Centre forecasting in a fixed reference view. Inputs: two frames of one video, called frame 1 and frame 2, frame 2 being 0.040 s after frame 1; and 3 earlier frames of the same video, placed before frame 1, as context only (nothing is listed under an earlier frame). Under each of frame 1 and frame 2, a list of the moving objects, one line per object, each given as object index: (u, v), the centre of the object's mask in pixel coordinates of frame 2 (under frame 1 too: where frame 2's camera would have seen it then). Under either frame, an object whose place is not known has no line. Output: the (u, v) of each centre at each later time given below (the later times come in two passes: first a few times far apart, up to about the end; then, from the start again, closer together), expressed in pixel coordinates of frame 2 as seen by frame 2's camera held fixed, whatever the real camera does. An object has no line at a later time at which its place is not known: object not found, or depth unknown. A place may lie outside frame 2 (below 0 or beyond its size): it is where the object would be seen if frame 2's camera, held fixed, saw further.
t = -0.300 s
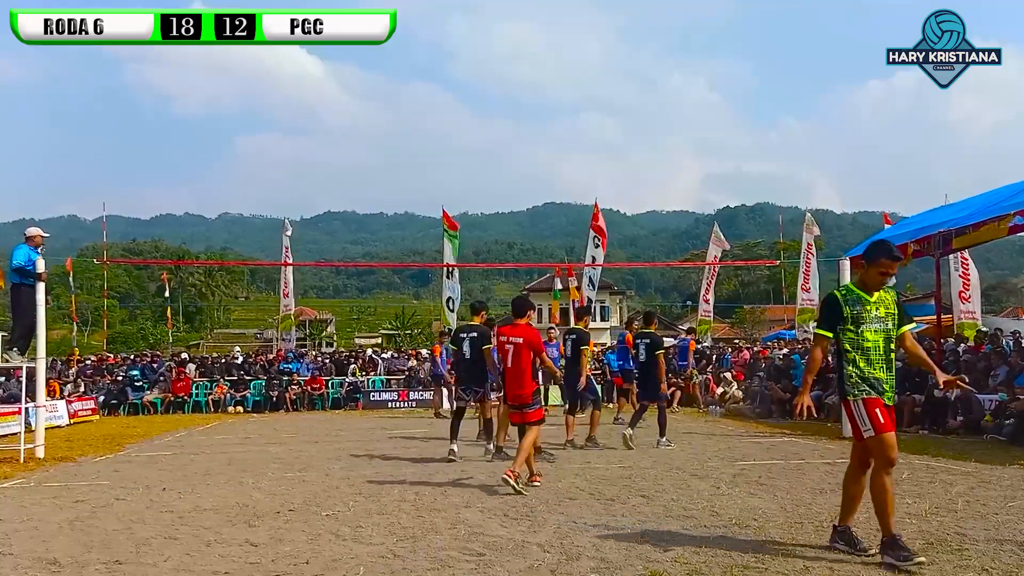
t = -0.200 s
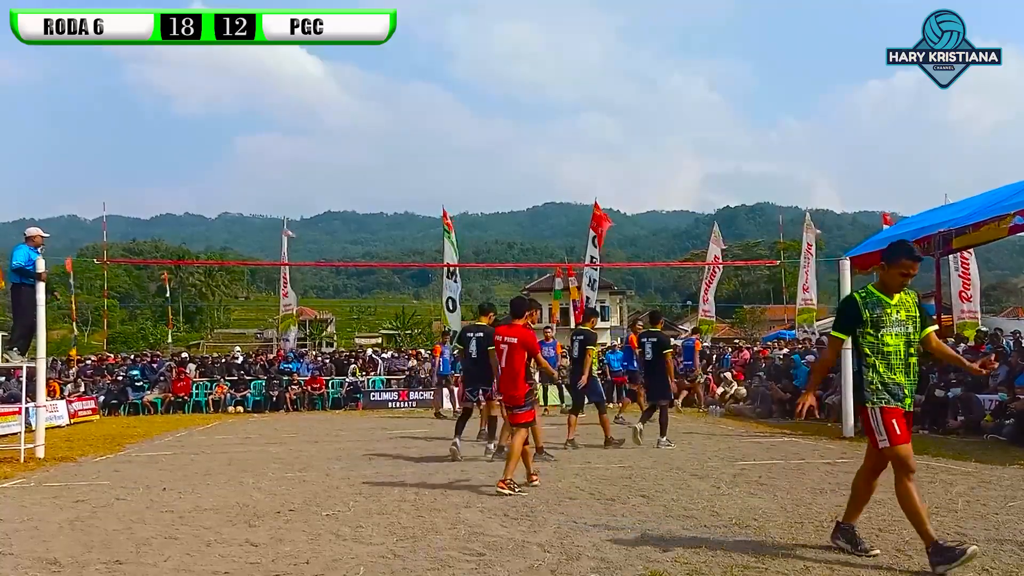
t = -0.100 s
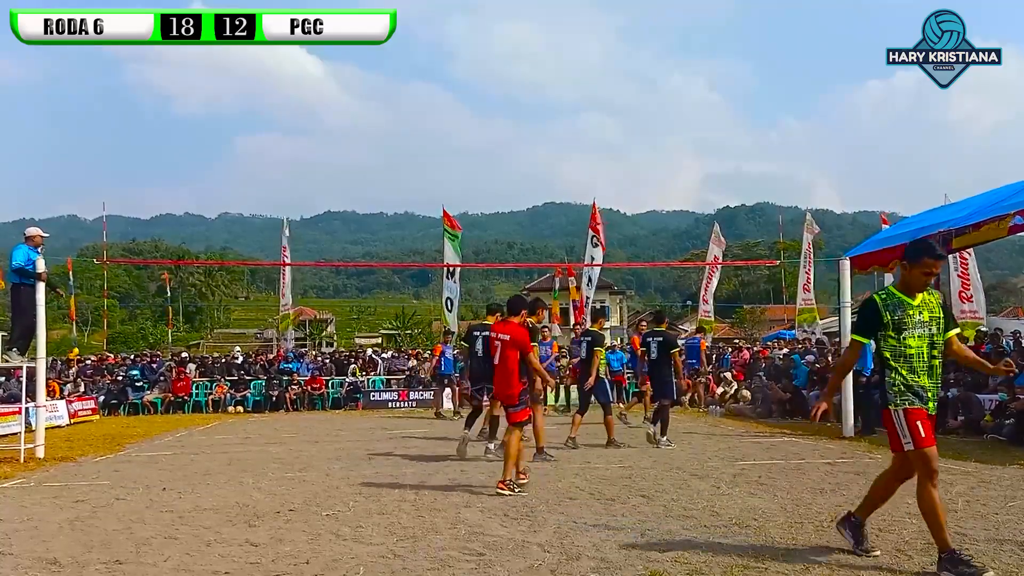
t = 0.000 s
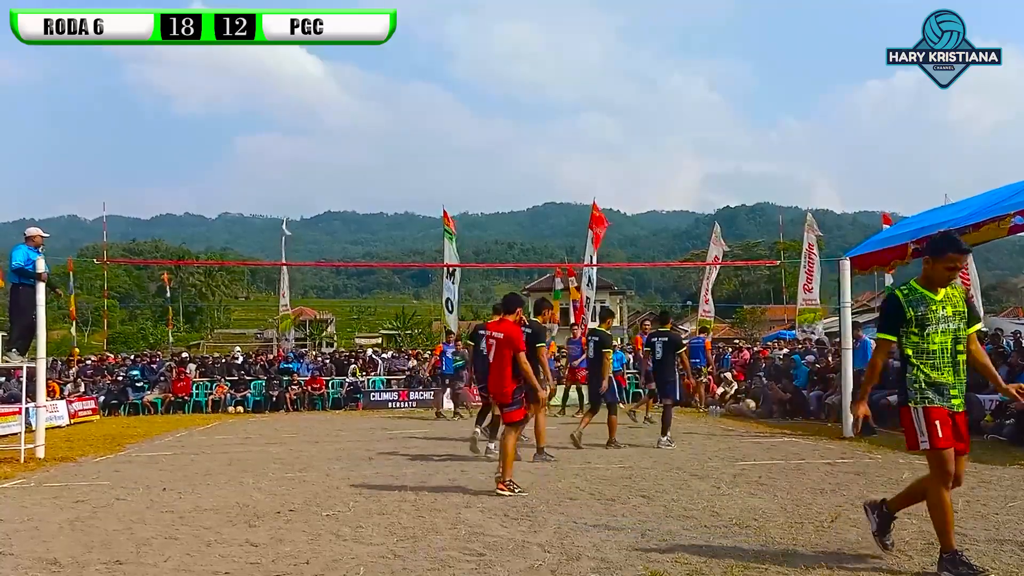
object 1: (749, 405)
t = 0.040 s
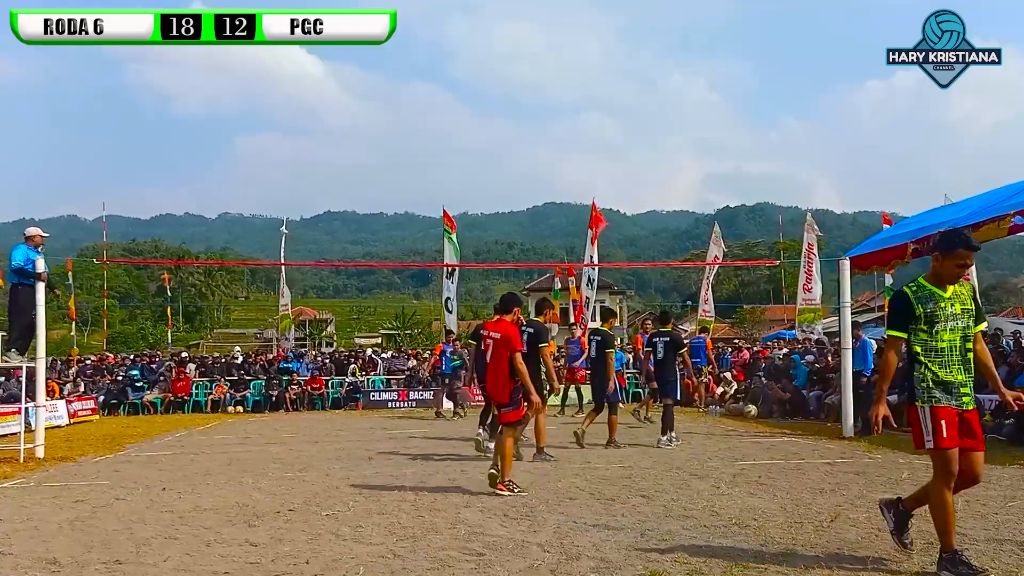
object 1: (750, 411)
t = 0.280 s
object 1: (755, 415)
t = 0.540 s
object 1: (757, 433)
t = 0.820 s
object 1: (754, 439)
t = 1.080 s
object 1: (752, 445)
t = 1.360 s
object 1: (750, 455)
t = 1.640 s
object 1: (747, 473)
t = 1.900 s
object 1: (742, 487)
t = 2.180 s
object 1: (741, 513)
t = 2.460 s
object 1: (733, 539)
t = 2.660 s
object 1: (729, 559)
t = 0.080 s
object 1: (752, 416)
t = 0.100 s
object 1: (754, 424)
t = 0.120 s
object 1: (754, 425)
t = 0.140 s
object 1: (755, 426)
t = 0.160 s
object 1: (755, 424)
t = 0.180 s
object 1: (755, 422)
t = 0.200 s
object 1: (755, 420)
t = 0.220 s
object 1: (755, 418)
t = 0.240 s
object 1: (755, 416)
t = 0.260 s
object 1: (755, 416)
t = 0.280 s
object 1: (755, 415)
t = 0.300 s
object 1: (755, 415)
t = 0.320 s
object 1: (755, 414)
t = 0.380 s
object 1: (755, 415)
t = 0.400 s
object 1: (755, 416)
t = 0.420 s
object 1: (755, 417)
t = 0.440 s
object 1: (756, 419)
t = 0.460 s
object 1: (756, 421)
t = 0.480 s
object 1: (756, 423)
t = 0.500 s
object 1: (756, 426)
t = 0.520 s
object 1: (756, 428)
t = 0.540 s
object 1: (757, 433)
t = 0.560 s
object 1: (756, 434)
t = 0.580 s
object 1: (756, 435)
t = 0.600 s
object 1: (756, 434)
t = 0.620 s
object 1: (756, 433)
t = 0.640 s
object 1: (756, 432)
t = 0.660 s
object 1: (756, 432)
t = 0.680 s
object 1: (755, 431)
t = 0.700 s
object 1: (755, 431)
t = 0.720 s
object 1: (755, 431)
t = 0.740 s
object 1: (755, 433)
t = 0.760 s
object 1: (755, 433)
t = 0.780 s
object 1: (755, 435)
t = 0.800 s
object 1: (755, 436)
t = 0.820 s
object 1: (754, 439)
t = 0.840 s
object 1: (754, 442)
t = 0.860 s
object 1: (754, 443)
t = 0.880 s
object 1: (754, 444)
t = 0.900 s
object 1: (754, 444)
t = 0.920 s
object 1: (754, 445)
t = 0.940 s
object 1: (753, 446)
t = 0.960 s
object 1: (754, 446)
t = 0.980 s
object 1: (753, 448)
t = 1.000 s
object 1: (753, 448)
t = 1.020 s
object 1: (753, 448)
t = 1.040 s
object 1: (753, 447)
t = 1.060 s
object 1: (753, 446)
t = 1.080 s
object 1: (752, 445)
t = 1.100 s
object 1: (752, 445)
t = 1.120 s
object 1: (752, 445)
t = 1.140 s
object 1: (752, 445)
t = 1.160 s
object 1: (751, 446)
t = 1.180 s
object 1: (751, 447)
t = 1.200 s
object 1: (751, 448)
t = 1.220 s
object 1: (750, 451)
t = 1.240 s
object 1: (750, 453)
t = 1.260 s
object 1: (750, 456)
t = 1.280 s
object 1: (750, 457)
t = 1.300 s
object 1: (750, 457)
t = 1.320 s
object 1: (750, 456)
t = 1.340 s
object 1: (750, 455)
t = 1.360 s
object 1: (750, 455)
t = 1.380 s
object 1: (750, 455)
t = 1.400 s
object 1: (749, 456)
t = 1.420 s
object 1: (749, 457)
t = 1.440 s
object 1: (749, 459)
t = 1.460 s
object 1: (749, 461)
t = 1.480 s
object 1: (749, 464)
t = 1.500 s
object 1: (749, 466)
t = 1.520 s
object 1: (749, 468)
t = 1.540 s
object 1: (749, 468)
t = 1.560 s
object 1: (749, 468)
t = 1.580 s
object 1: (748, 469)
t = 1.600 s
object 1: (747, 470)
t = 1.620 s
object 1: (747, 472)
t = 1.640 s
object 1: (747, 473)
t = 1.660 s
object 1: (746, 476)
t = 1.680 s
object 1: (745, 476)
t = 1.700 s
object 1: (745, 477)
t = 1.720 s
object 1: (745, 478)
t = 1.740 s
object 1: (744, 478)
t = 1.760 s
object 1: (744, 480)
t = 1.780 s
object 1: (744, 481)
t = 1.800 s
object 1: (744, 484)
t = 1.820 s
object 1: (743, 486)
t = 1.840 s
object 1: (743, 487)
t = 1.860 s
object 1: (743, 487)
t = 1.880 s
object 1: (743, 486)
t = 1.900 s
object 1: (742, 487)
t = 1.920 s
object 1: (742, 489)
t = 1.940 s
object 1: (742, 491)
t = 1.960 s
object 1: (742, 494)
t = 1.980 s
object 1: (742, 496)
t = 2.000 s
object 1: (741, 498)
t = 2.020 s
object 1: (741, 498)
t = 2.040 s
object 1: (741, 498)
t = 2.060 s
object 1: (741, 499)
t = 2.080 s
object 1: (741, 500)
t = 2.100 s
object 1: (741, 502)
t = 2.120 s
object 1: (741, 505)
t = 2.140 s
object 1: (741, 508)
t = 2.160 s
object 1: (741, 511)
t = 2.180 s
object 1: (741, 513)
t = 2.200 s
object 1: (740, 514)
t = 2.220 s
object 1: (740, 515)
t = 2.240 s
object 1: (739, 516)
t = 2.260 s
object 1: (739, 519)
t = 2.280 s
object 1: (739, 521)
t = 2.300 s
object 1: (738, 524)
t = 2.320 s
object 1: (737, 526)
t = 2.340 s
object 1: (737, 527)
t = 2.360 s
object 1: (736, 529)
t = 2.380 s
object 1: (736, 531)
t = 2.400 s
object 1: (735, 533)
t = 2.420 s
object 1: (735, 534)
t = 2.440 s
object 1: (734, 536)
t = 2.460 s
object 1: (733, 539)
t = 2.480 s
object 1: (733, 541)
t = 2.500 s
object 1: (732, 545)
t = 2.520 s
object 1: (732, 547)
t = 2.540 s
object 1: (732, 547)
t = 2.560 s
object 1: (731, 547)
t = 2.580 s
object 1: (731, 548)
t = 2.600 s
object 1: (731, 551)
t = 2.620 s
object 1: (730, 553)
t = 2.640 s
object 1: (730, 556)
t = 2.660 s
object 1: (729, 559)
